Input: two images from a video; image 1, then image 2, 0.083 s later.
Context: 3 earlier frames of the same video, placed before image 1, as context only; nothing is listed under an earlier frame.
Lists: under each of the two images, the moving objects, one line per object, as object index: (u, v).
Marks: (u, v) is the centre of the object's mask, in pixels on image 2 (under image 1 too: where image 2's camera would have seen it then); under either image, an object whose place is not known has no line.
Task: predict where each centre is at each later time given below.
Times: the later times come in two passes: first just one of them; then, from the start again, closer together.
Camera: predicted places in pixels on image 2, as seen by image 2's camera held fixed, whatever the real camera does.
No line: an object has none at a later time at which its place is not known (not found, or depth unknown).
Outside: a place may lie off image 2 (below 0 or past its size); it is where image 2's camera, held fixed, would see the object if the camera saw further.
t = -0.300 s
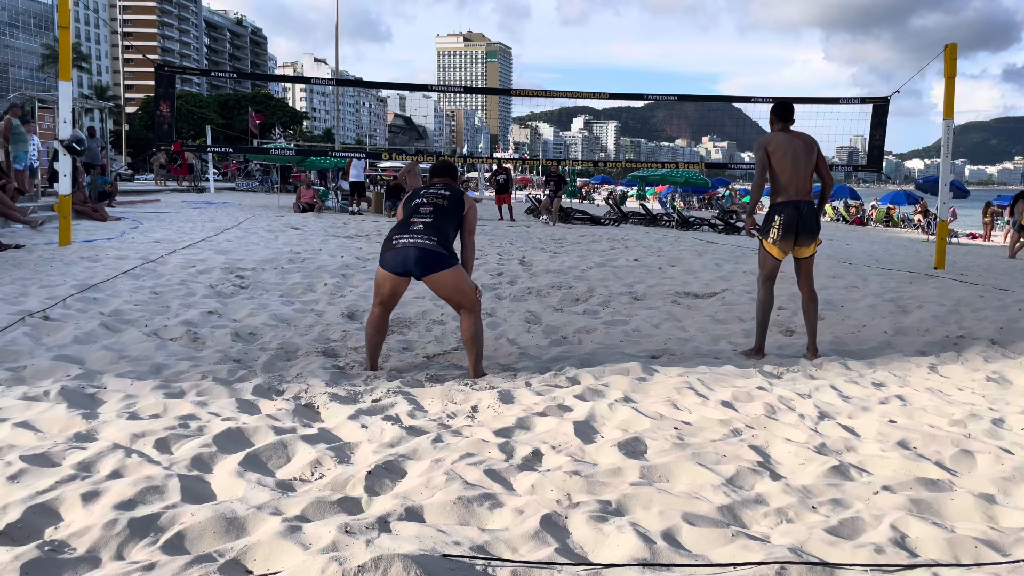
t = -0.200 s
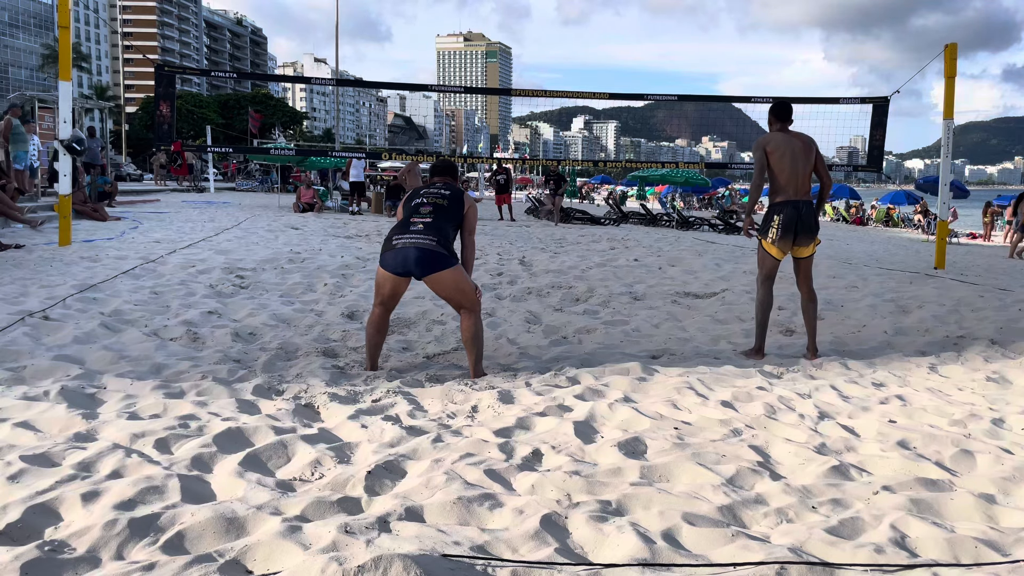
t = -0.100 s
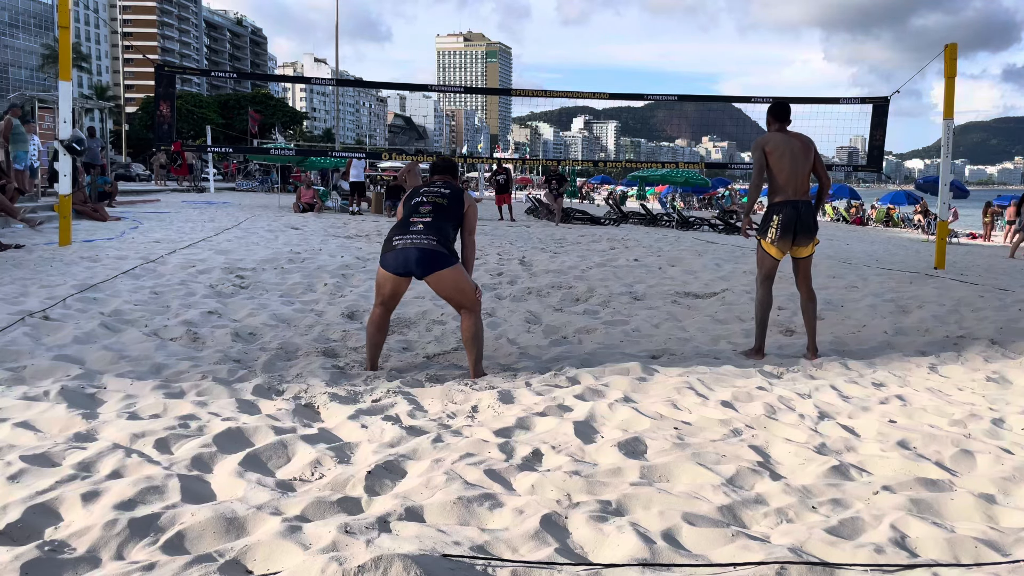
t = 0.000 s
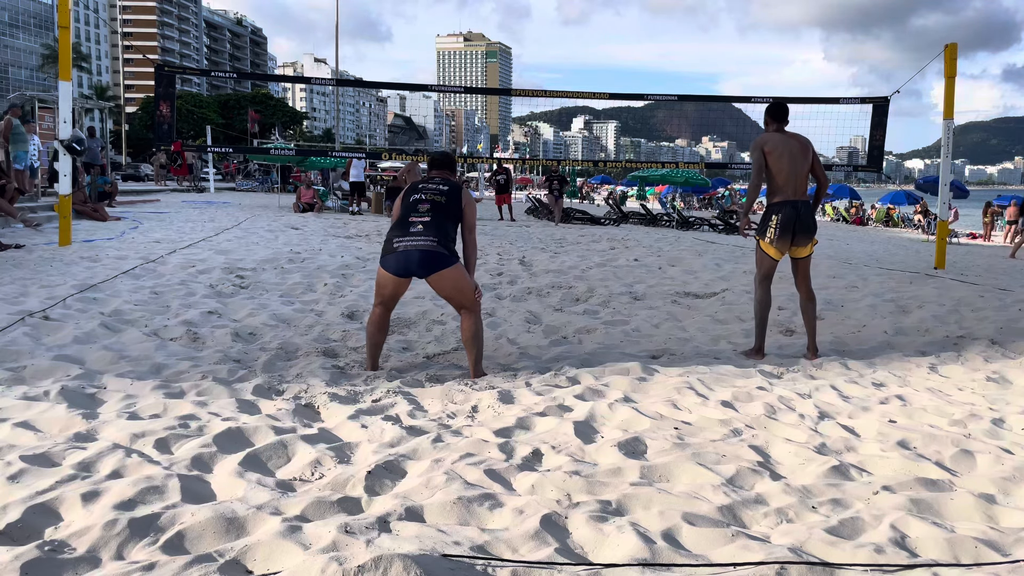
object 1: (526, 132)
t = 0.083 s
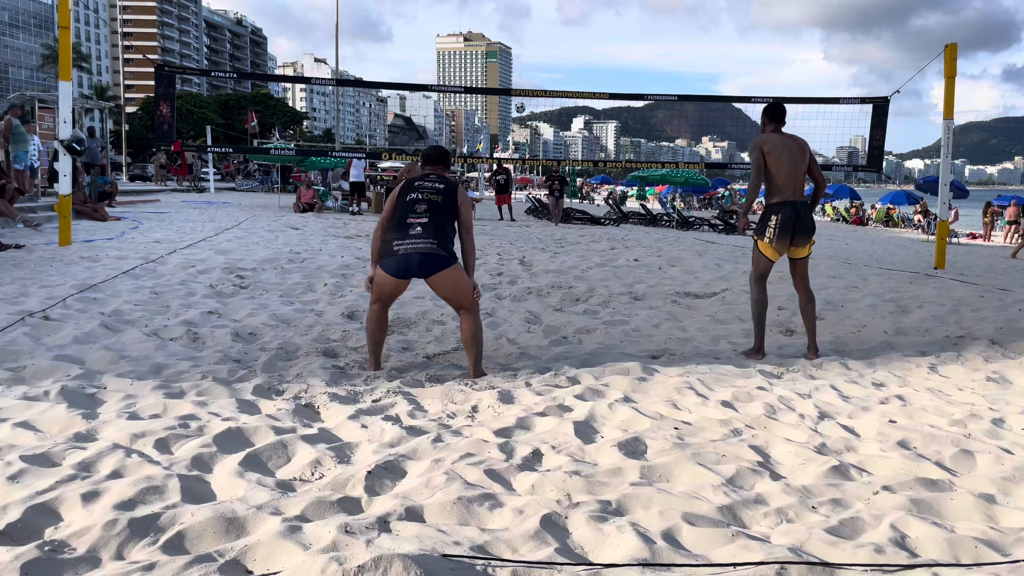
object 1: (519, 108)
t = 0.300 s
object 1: (497, 51)
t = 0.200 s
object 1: (508, 76)
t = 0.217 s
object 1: (506, 71)
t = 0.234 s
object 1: (505, 67)
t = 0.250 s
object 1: (502, 62)
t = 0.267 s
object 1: (501, 59)
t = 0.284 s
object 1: (498, 55)
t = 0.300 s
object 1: (497, 51)
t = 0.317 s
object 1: (494, 47)
